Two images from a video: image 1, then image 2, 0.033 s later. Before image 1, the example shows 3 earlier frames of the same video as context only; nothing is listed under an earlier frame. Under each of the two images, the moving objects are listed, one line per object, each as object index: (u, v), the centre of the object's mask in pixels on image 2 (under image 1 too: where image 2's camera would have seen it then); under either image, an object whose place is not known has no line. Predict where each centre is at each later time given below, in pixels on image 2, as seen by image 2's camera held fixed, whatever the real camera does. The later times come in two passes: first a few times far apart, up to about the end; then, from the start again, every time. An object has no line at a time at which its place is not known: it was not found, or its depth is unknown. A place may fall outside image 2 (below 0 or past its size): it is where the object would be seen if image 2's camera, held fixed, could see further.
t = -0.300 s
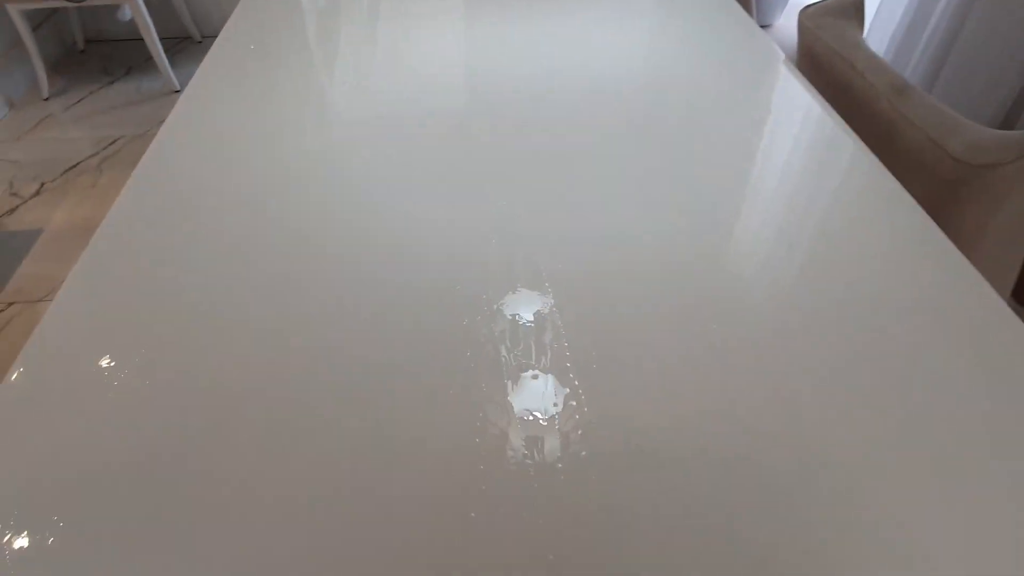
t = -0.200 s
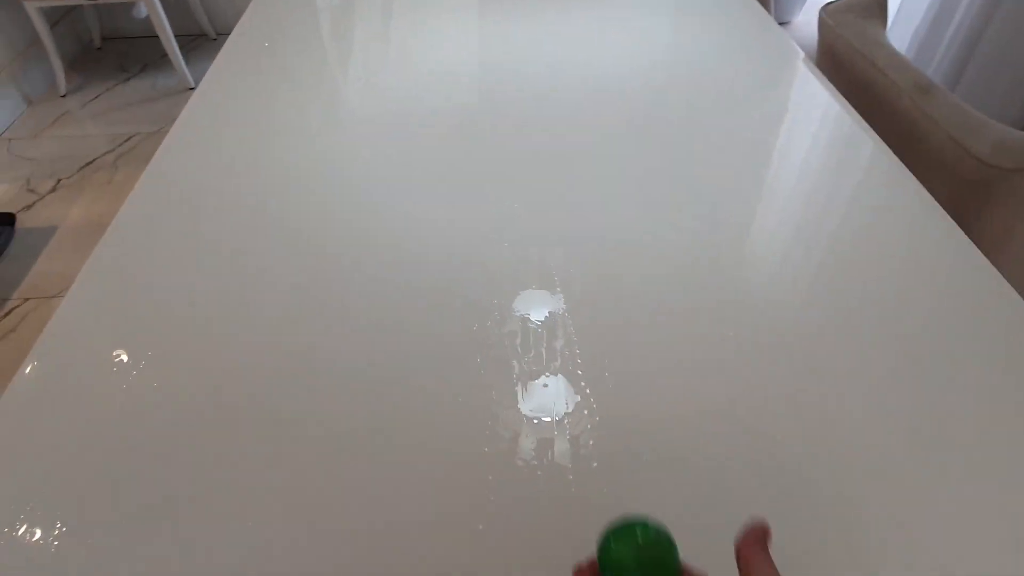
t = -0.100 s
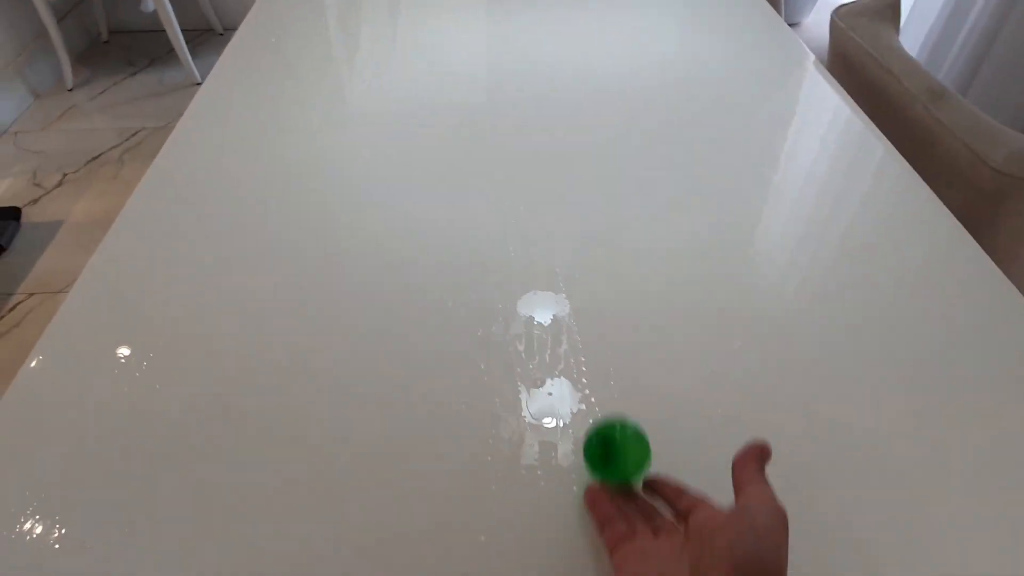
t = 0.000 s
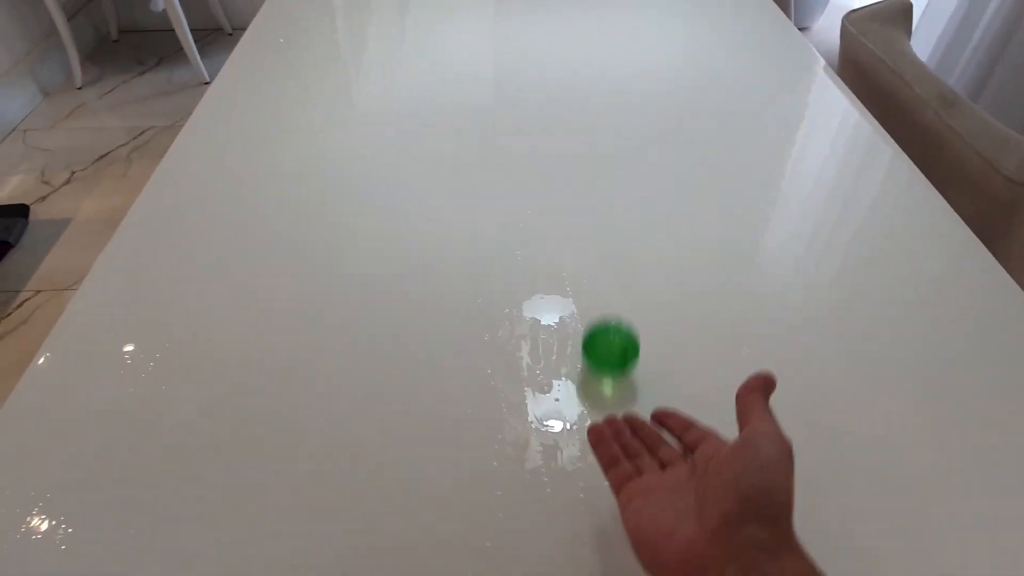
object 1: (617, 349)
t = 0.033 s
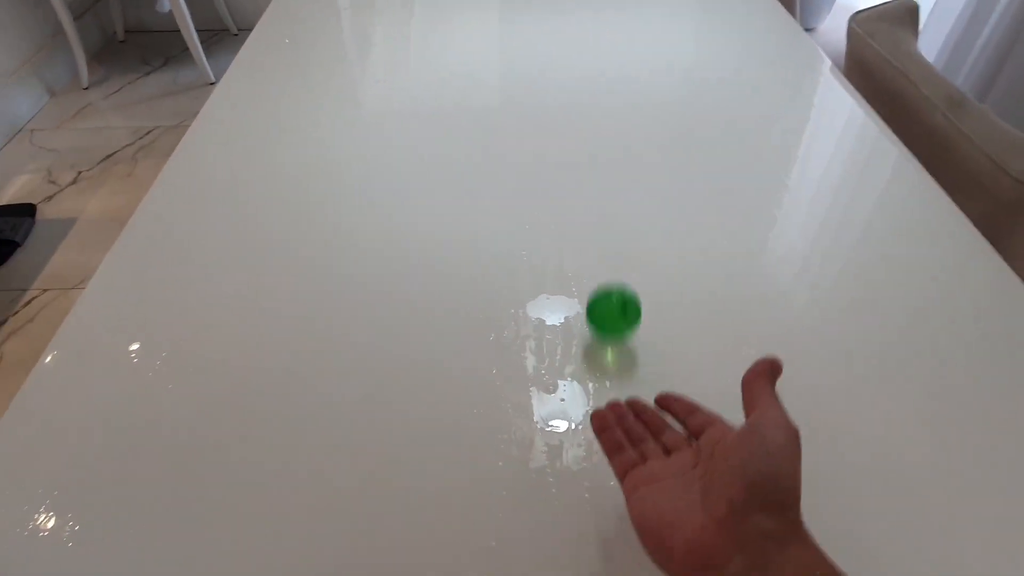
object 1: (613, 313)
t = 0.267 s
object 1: (595, 172)
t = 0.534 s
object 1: (584, 66)
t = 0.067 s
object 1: (610, 287)
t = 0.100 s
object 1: (605, 271)
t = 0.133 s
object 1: (603, 250)
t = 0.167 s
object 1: (602, 216)
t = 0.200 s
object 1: (601, 193)
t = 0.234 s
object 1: (598, 181)
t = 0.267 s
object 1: (595, 172)
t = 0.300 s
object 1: (594, 146)
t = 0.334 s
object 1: (593, 129)
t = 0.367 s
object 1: (591, 119)
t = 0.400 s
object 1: (589, 112)
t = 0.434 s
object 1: (588, 93)
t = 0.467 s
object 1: (587, 82)
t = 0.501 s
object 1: (585, 78)
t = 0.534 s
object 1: (584, 66)
